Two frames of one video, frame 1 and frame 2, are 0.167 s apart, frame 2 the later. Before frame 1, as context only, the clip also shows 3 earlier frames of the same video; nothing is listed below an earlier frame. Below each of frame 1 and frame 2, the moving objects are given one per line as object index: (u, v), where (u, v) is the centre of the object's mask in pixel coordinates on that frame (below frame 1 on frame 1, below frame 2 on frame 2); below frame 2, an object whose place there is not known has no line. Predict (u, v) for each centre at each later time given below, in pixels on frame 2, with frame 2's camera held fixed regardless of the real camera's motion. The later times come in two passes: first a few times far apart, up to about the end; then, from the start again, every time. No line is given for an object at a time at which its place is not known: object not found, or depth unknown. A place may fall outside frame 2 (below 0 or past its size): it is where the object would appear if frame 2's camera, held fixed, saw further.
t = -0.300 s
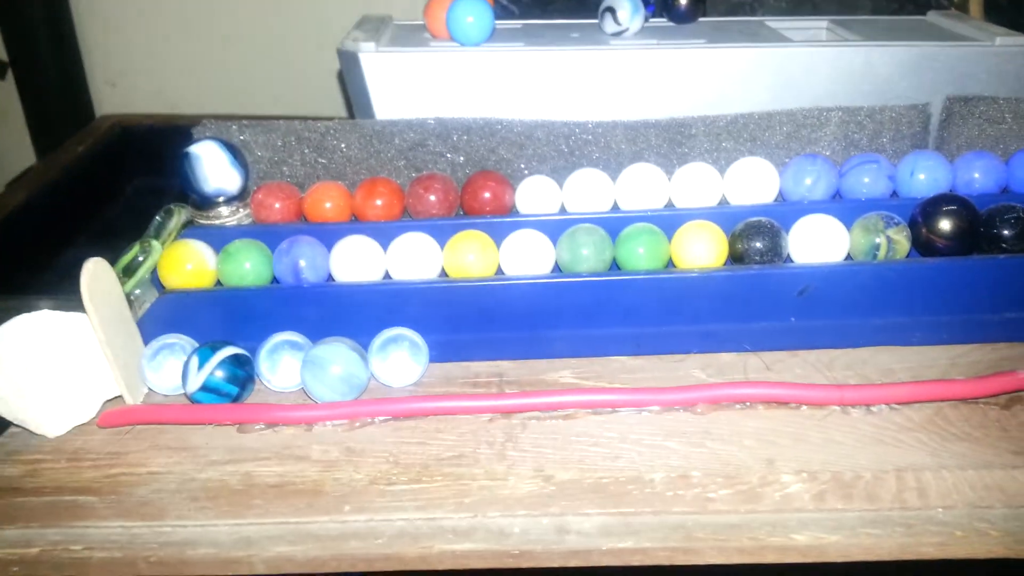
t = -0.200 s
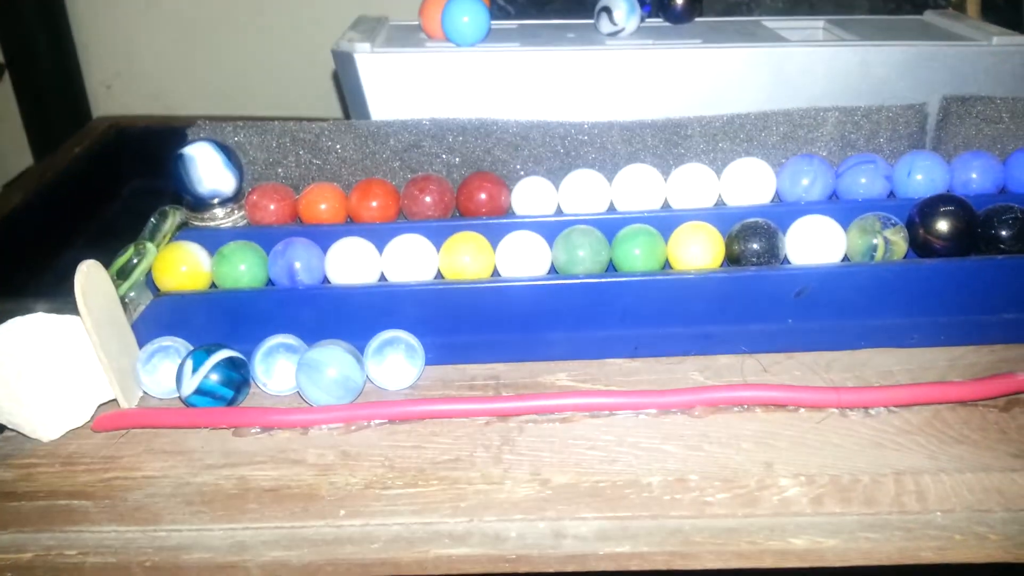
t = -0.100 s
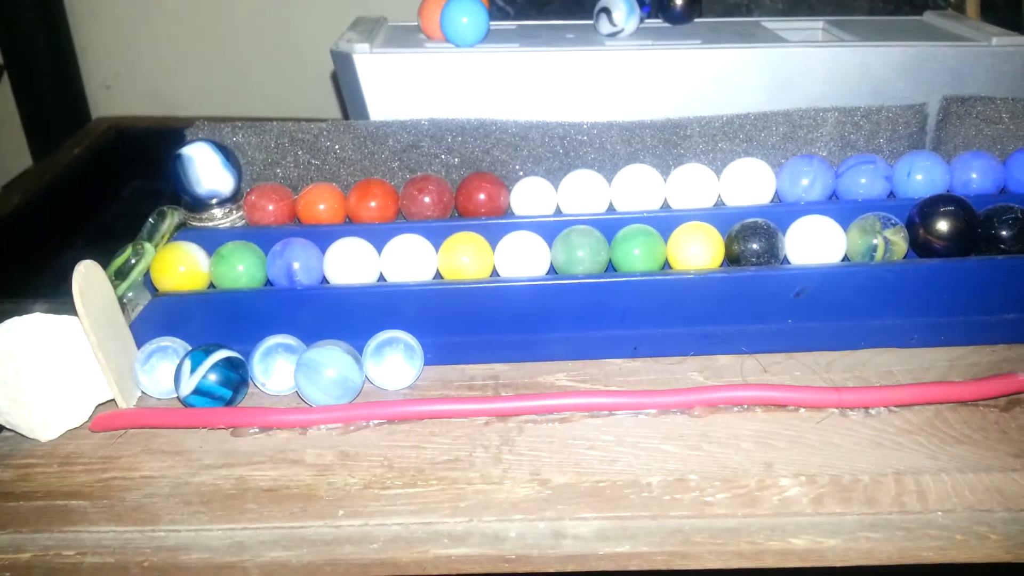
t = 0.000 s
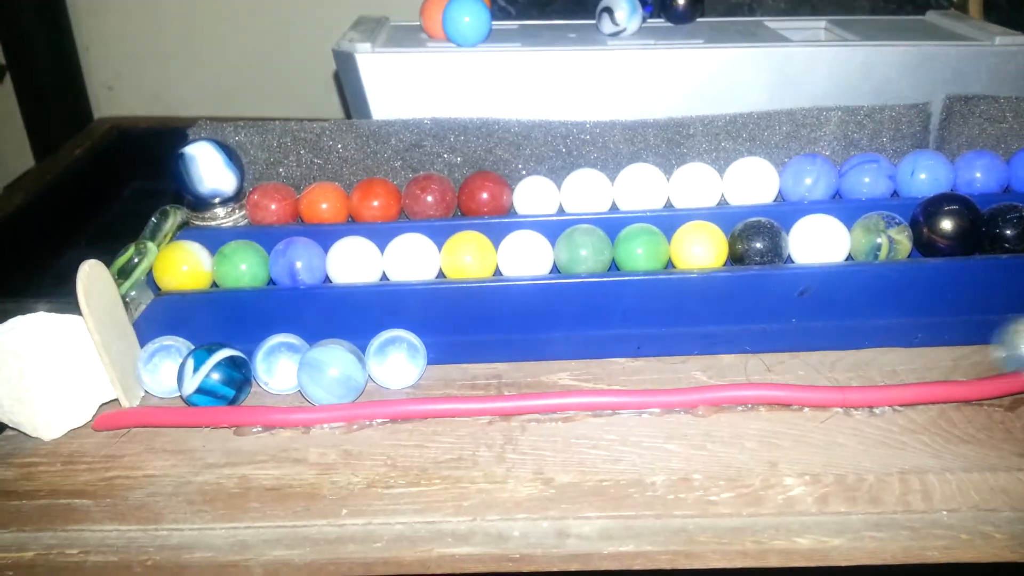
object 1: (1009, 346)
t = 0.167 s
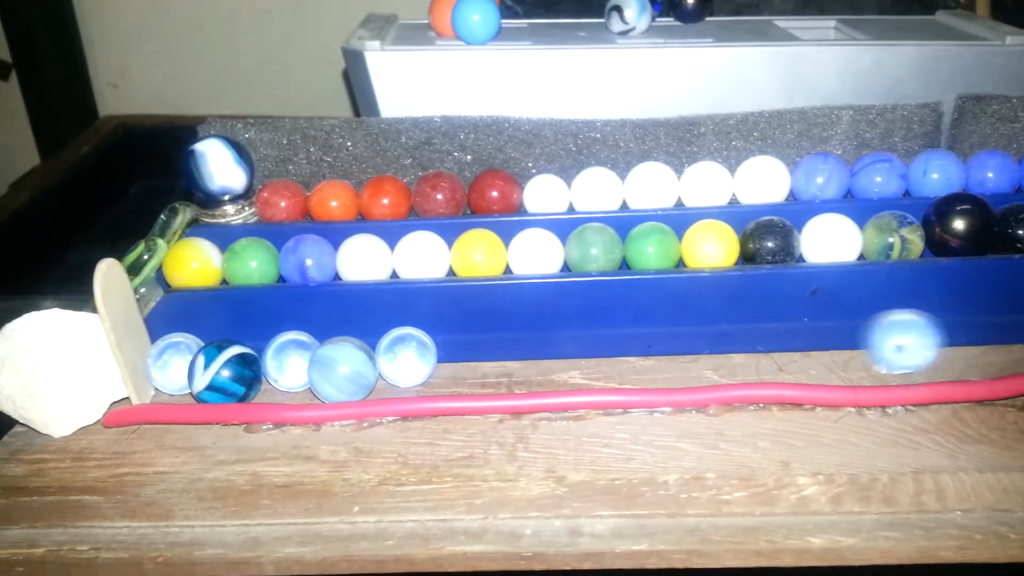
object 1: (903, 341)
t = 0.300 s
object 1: (786, 349)
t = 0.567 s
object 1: (495, 354)
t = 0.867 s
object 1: (465, 355)
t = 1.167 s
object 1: (465, 356)
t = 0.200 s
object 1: (875, 344)
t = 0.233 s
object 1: (846, 346)
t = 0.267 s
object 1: (816, 348)
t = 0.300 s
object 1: (786, 349)
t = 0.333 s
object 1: (751, 349)
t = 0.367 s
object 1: (717, 351)
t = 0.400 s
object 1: (681, 351)
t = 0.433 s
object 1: (645, 353)
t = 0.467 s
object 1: (607, 351)
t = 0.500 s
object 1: (571, 352)
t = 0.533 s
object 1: (533, 353)
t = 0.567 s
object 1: (495, 354)
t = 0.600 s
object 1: (466, 357)
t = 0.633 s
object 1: (465, 358)
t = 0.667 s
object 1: (465, 359)
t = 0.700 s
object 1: (465, 358)
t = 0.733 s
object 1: (465, 357)
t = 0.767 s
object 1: (465, 356)
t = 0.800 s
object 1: (465, 356)
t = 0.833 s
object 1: (465, 355)
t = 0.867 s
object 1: (465, 355)
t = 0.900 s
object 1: (465, 355)
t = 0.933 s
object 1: (465, 355)
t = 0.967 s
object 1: (465, 355)
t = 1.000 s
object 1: (465, 356)
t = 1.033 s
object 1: (465, 356)
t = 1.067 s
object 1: (465, 356)
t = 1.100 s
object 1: (465, 356)
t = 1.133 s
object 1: (465, 356)
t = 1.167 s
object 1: (465, 356)
